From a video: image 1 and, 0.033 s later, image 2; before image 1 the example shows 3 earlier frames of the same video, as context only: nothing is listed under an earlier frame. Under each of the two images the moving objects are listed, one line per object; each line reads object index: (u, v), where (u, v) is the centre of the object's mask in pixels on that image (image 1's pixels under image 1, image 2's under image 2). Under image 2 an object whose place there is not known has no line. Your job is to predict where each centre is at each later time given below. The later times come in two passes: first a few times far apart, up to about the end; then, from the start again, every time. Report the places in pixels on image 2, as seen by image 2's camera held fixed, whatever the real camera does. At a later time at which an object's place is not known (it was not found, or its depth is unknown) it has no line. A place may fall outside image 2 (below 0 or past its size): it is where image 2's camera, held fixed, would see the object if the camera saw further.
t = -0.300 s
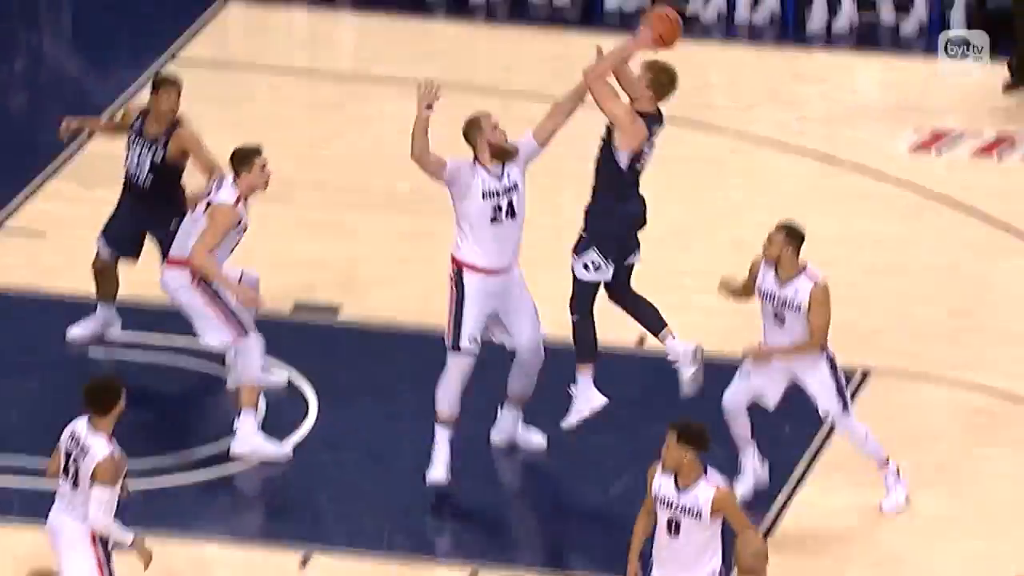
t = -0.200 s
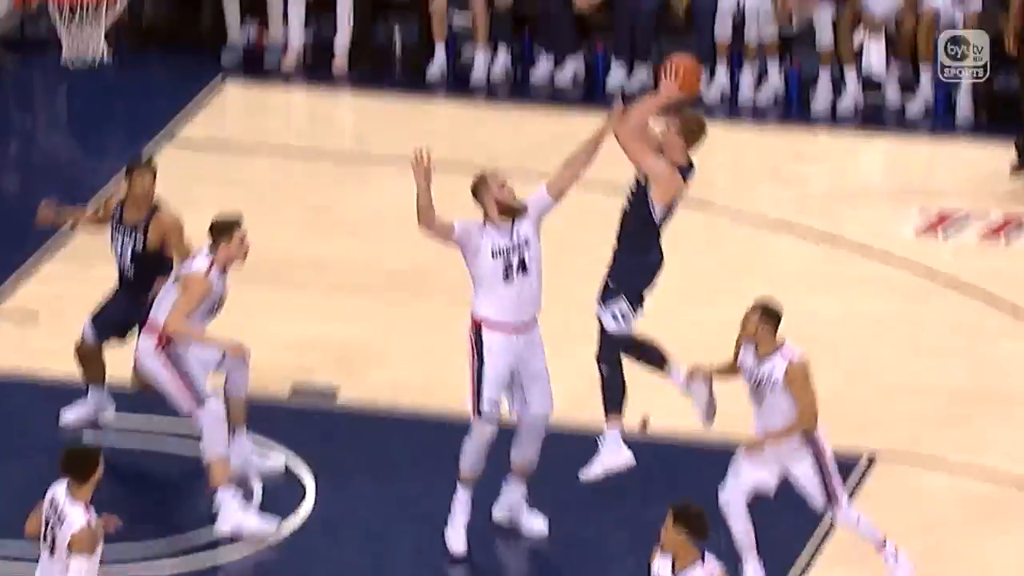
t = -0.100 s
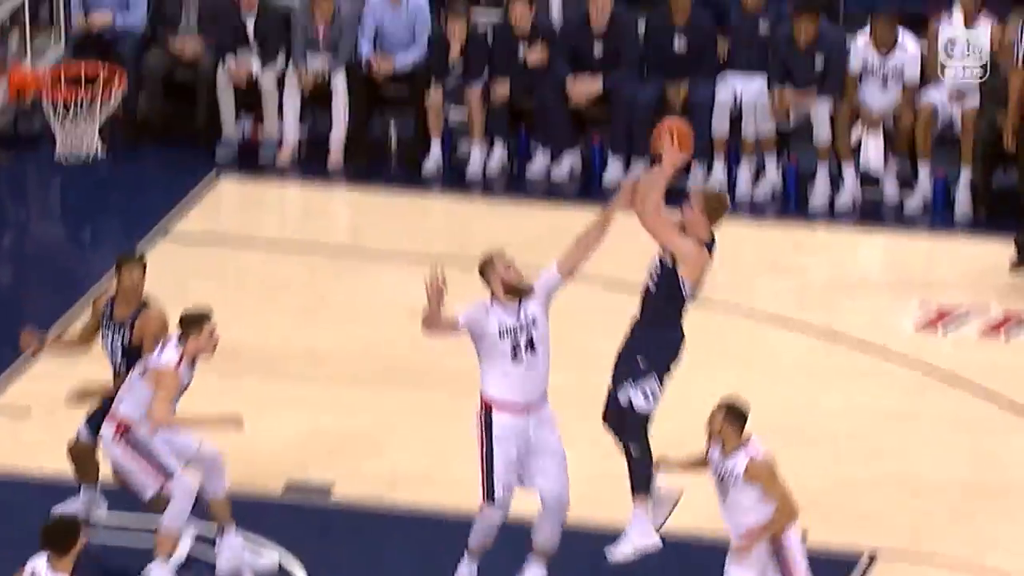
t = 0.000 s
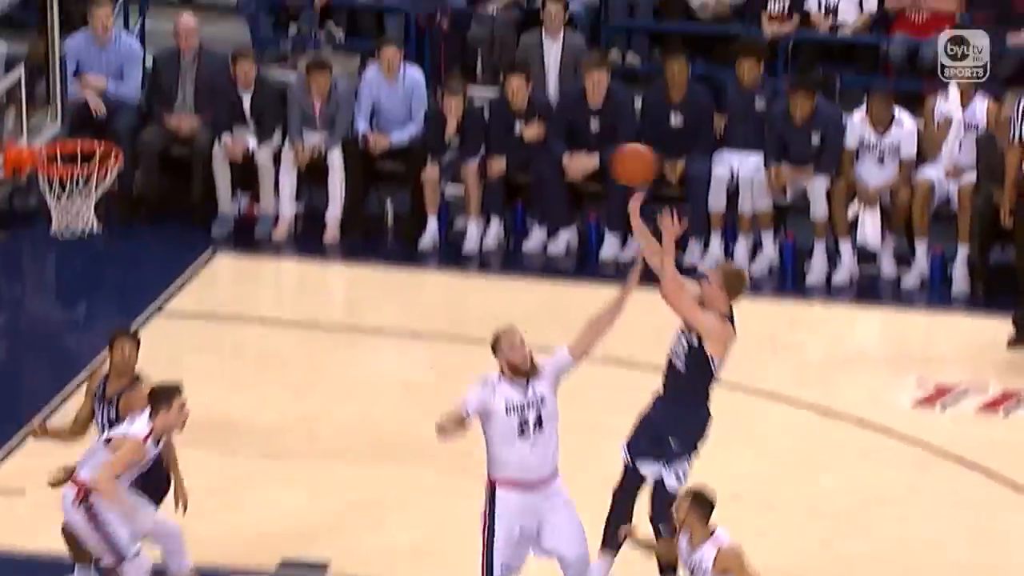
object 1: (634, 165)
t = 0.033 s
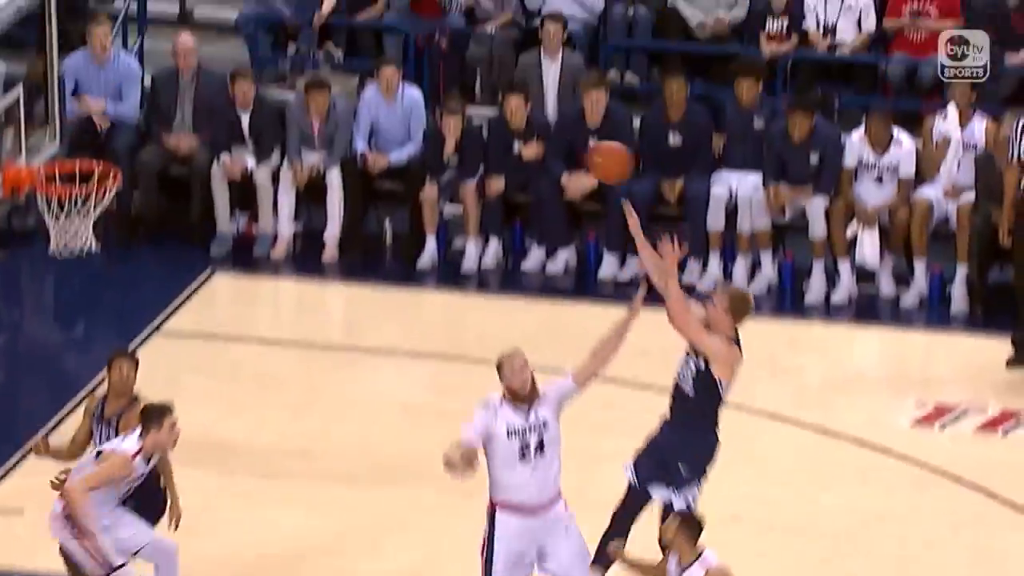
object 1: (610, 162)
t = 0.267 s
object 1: (442, 63)
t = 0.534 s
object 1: (253, 61)
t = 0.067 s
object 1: (585, 143)
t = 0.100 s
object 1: (562, 125)
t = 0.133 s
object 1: (538, 108)
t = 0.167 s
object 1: (512, 92)
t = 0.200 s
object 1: (488, 82)
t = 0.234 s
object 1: (466, 71)
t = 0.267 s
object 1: (442, 63)
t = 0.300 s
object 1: (418, 56)
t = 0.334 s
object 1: (394, 50)
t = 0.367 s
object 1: (371, 47)
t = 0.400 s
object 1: (347, 47)
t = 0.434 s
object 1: (323, 47)
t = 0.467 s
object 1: (300, 50)
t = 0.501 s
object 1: (277, 56)
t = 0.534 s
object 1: (253, 61)
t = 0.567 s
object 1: (230, 69)
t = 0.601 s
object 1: (206, 80)
